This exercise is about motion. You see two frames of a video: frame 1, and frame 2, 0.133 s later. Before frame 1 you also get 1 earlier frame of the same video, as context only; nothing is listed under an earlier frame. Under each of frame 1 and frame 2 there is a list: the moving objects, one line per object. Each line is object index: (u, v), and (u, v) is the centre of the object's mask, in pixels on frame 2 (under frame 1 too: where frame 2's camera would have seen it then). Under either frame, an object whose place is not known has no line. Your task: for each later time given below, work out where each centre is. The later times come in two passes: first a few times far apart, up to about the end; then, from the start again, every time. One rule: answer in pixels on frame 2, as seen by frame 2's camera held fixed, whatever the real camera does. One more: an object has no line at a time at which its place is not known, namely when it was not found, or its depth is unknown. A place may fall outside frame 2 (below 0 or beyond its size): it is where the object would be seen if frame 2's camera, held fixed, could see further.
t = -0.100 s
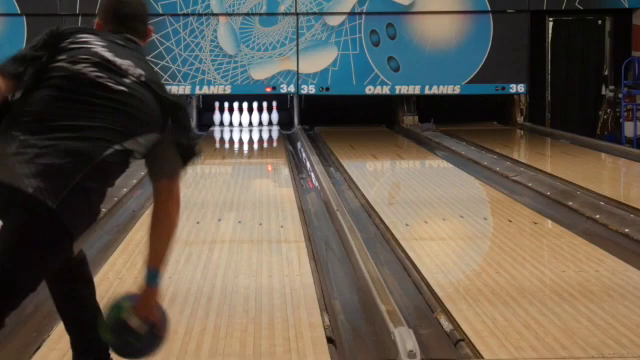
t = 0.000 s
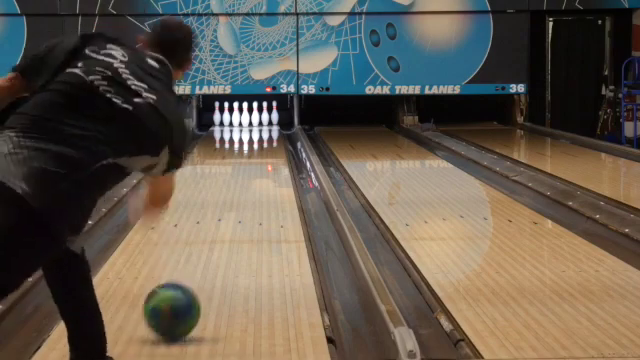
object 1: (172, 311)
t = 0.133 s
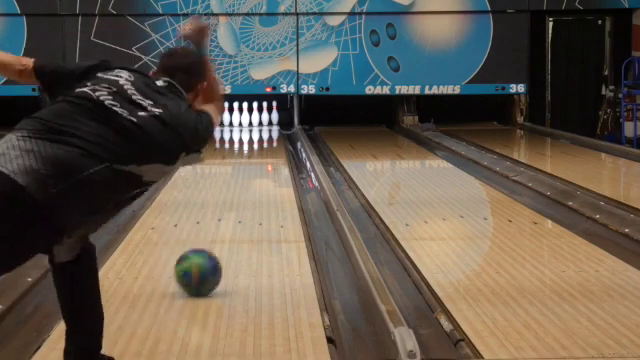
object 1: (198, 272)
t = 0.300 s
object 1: (221, 235)
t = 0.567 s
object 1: (244, 198)
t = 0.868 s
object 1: (259, 171)
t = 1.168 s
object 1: (267, 153)
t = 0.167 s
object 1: (203, 263)
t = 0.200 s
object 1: (208, 256)
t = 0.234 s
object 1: (213, 248)
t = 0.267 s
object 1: (217, 242)
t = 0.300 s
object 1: (221, 235)
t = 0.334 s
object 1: (225, 229)
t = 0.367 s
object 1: (228, 224)
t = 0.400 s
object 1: (230, 227)
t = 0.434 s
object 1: (237, 210)
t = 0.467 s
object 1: (237, 210)
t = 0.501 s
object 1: (239, 205)
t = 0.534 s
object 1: (241, 201)
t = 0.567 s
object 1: (244, 198)
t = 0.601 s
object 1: (246, 194)
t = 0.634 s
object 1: (248, 191)
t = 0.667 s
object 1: (250, 188)
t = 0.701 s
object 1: (252, 184)
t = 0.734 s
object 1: (253, 183)
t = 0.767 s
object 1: (255, 179)
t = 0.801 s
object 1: (256, 176)
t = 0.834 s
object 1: (258, 174)
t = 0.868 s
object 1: (259, 171)
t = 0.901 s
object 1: (261, 169)
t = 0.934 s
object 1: (262, 167)
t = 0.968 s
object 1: (262, 165)
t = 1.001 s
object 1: (263, 162)
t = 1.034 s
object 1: (265, 160)
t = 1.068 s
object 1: (266, 159)
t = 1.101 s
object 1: (267, 156)
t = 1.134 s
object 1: (267, 154)
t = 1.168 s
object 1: (267, 153)
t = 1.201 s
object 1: (269, 152)
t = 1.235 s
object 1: (269, 150)
